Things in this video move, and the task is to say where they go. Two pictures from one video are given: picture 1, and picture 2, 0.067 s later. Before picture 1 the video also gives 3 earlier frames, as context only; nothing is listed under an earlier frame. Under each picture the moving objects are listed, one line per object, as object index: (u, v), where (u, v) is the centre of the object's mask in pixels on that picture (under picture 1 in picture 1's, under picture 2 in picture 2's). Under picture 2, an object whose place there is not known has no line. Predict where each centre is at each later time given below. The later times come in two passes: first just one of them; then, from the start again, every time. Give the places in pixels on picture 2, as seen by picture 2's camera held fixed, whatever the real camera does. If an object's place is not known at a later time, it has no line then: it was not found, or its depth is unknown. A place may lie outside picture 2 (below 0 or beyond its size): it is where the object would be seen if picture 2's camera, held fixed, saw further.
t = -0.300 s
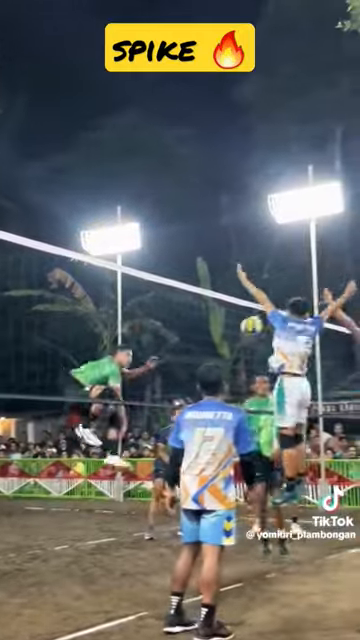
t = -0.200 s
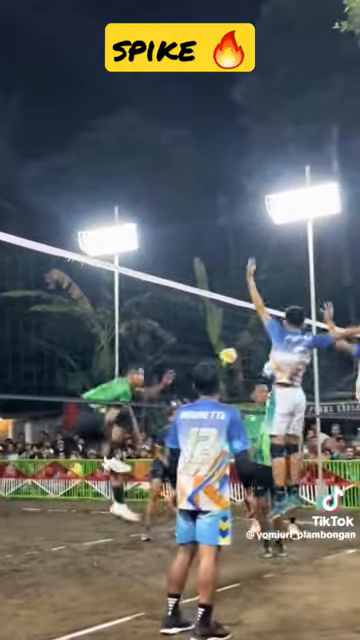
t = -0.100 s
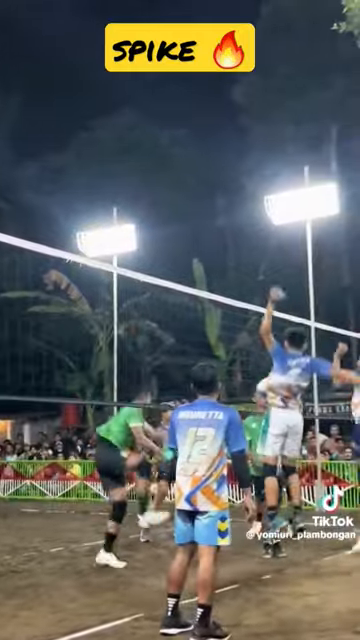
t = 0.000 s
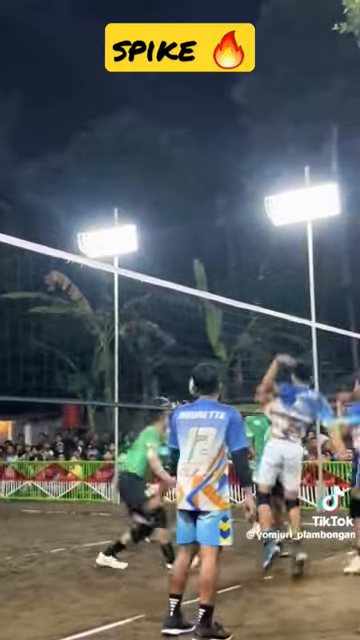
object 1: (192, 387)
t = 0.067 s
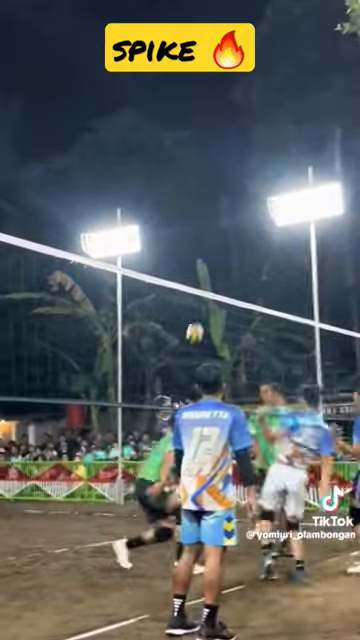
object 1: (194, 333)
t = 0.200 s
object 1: (183, 240)
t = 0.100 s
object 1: (192, 308)
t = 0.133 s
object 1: (189, 281)
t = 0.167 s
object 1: (185, 262)
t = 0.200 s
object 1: (183, 240)
